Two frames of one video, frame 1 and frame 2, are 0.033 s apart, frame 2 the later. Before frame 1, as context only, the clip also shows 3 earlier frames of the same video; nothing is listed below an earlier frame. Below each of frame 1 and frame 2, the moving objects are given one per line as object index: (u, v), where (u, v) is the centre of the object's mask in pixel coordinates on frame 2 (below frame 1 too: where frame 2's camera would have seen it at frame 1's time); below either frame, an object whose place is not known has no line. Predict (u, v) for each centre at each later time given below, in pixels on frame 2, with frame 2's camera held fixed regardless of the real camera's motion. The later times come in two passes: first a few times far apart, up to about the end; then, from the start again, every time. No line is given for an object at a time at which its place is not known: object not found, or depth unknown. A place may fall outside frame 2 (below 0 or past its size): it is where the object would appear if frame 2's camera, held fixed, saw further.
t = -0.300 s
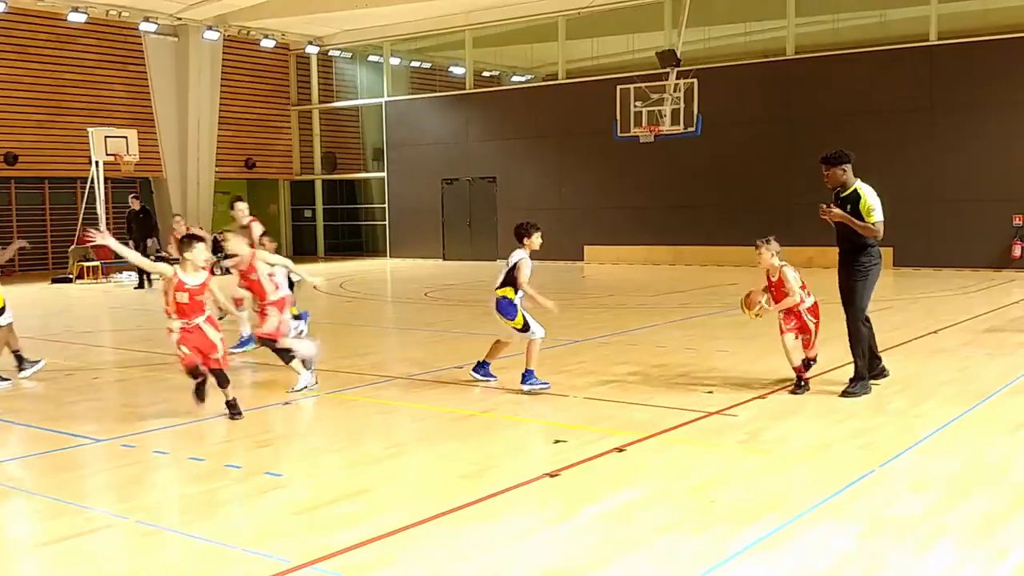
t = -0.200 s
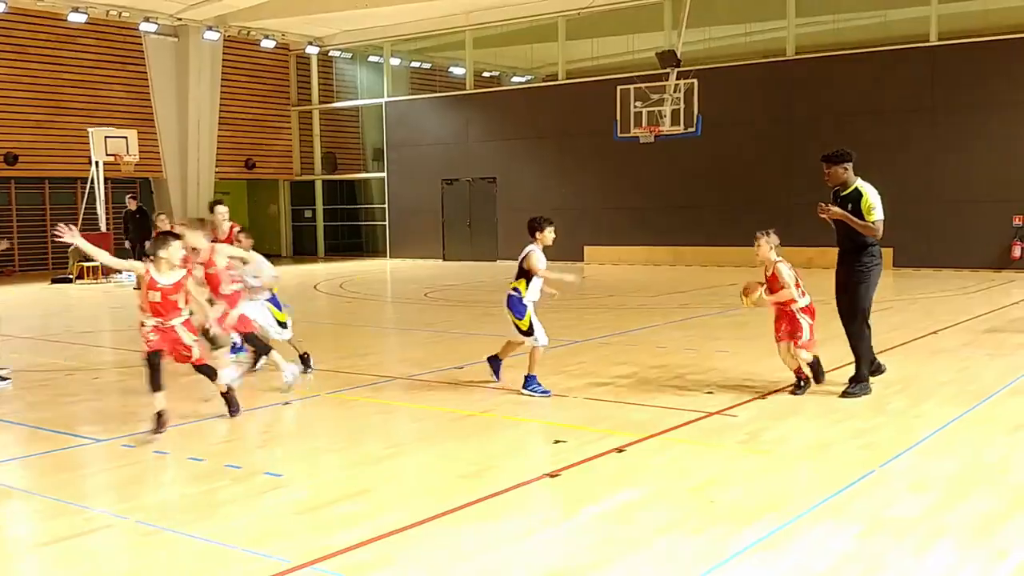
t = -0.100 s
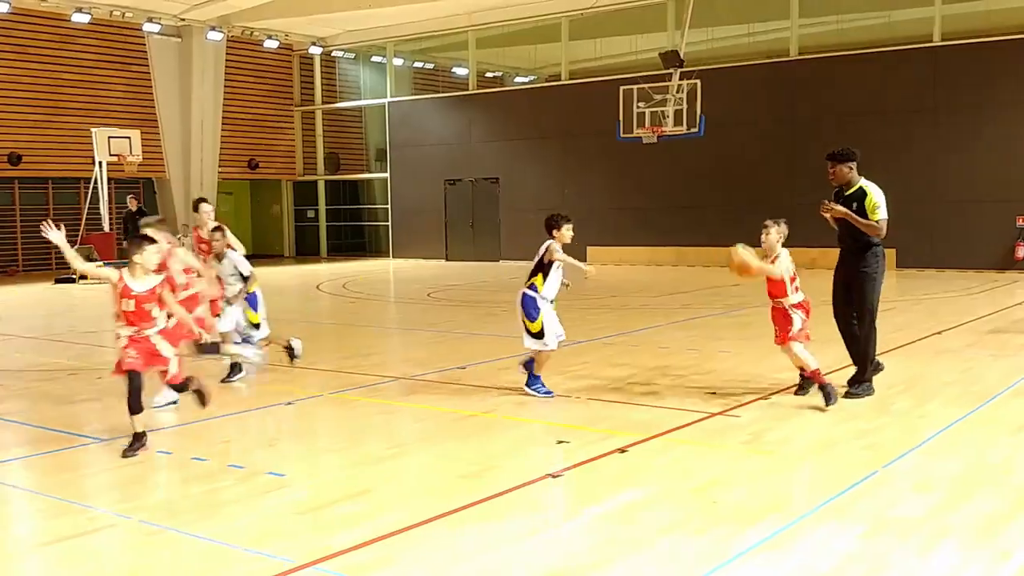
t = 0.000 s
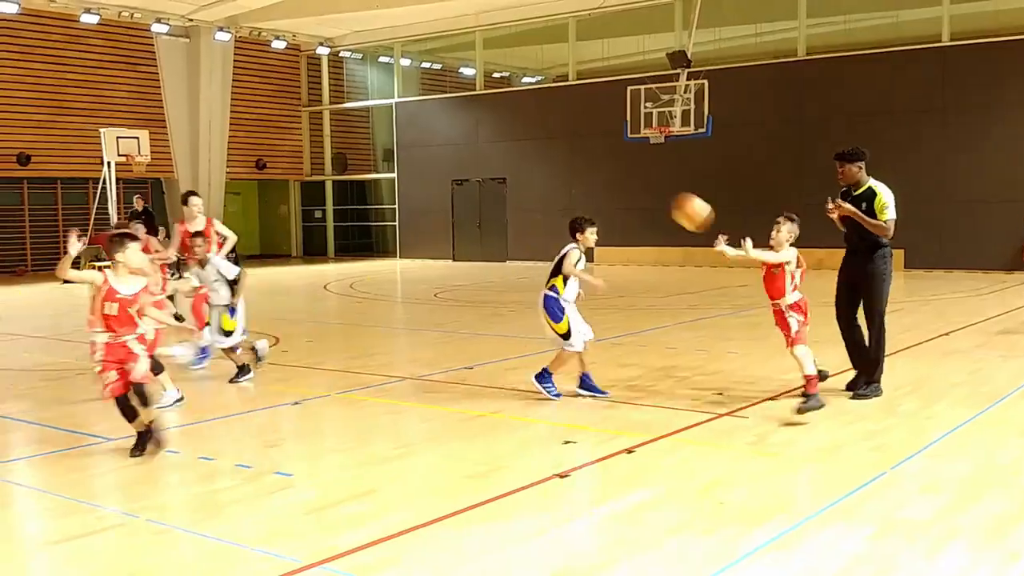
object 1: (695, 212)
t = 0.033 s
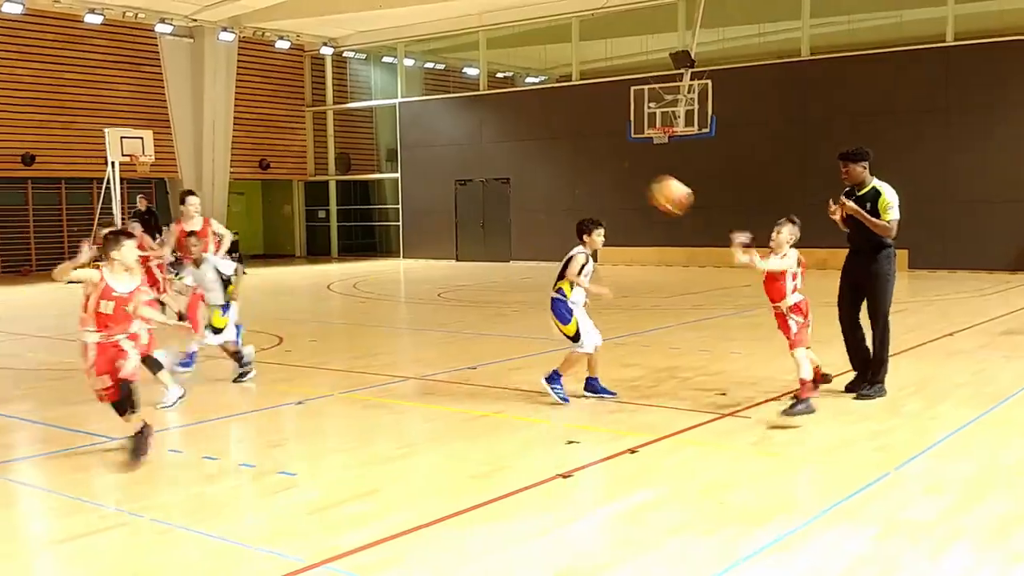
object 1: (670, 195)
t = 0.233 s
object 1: (502, 109)
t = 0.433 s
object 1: (290, 66)
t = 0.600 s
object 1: (43, 77)
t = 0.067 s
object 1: (645, 179)
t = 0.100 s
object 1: (618, 163)
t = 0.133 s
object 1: (590, 148)
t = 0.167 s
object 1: (562, 134)
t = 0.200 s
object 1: (533, 121)
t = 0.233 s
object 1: (502, 109)
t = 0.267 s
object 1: (471, 99)
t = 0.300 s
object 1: (438, 88)
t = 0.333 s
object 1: (404, 81)
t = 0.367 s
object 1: (366, 73)
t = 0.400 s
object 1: (330, 67)
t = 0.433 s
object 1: (290, 66)
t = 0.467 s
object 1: (245, 63)
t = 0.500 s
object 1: (199, 63)
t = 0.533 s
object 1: (149, 65)
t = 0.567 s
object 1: (96, 70)
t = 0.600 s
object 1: (43, 77)
